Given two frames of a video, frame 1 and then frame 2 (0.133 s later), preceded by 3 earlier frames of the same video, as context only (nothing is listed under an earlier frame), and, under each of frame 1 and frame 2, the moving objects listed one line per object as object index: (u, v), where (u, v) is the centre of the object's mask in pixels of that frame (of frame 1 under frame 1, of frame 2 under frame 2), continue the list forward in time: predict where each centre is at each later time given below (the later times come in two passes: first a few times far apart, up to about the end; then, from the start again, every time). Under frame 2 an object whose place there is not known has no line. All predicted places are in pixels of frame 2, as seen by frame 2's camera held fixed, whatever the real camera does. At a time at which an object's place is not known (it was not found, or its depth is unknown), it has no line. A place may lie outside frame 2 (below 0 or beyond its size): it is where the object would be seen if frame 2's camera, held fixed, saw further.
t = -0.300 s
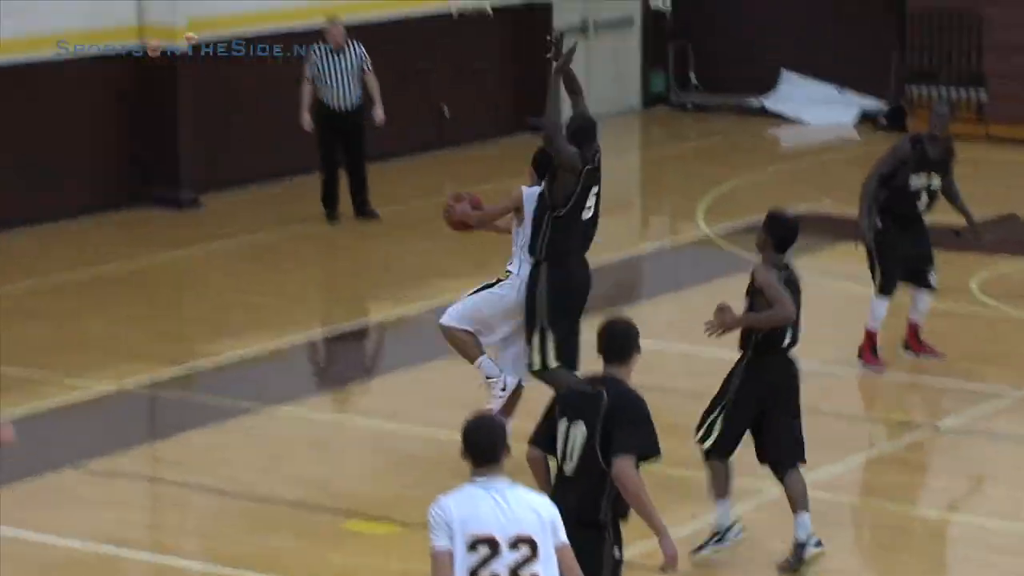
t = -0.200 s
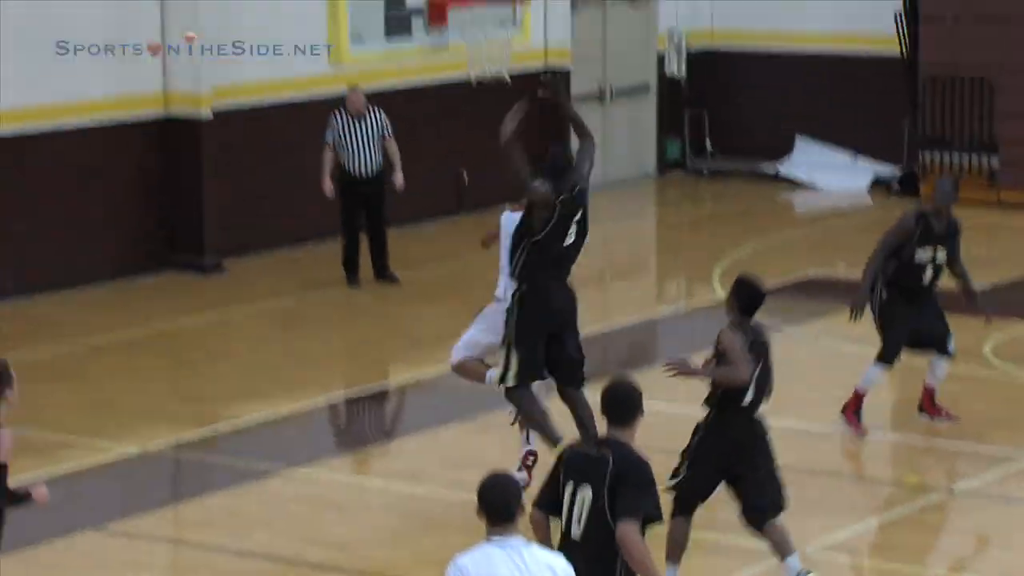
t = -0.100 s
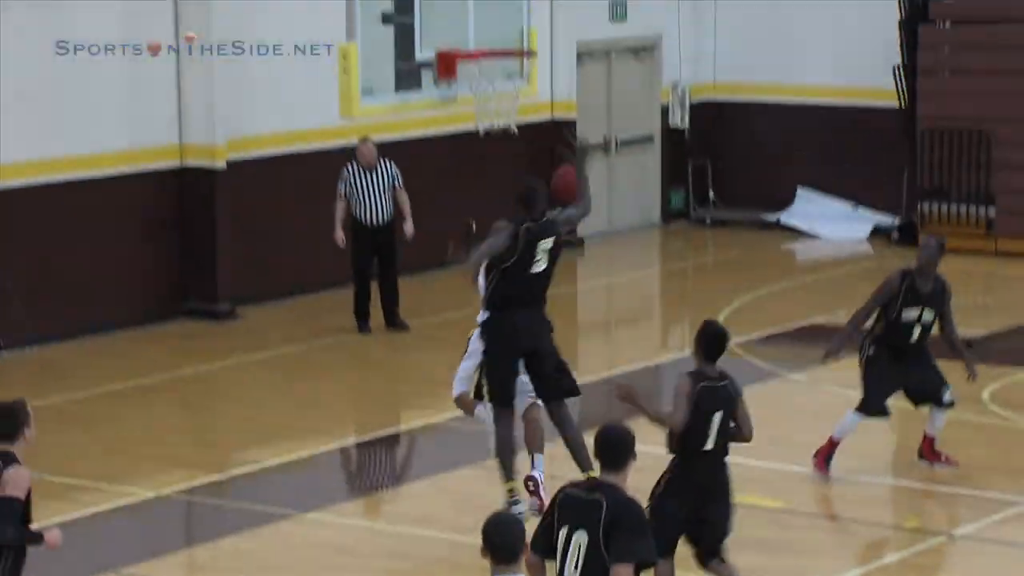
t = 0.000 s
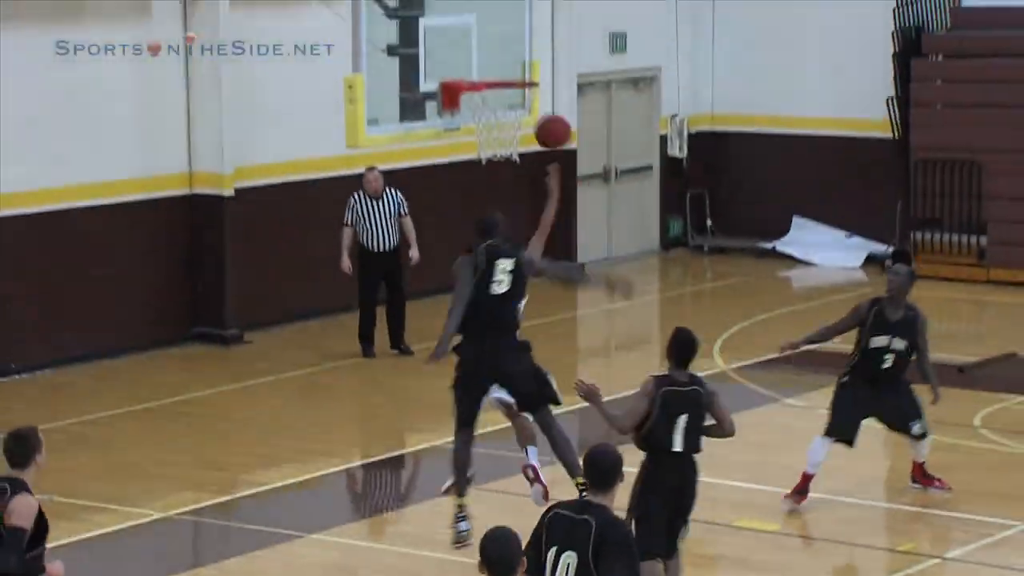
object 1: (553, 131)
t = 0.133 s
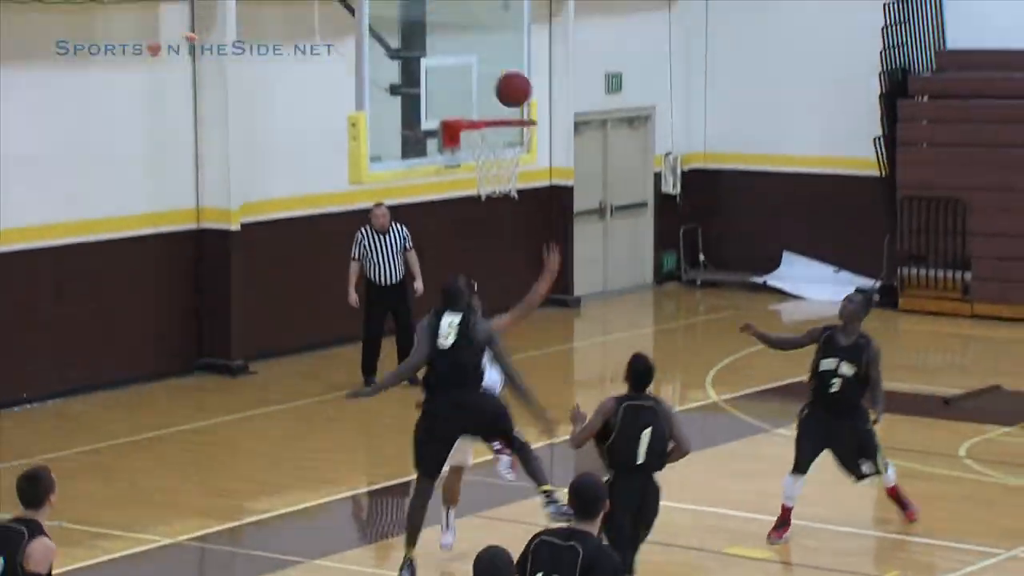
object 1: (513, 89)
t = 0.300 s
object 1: (503, 54)
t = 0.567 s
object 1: (519, 105)
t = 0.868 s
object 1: (500, 120)
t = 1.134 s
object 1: (497, 183)
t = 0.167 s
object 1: (504, 74)
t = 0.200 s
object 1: (498, 62)
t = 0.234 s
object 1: (499, 58)
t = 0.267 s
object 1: (501, 55)
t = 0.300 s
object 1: (503, 54)
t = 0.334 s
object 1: (505, 54)
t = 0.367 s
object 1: (507, 57)
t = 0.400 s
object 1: (509, 61)
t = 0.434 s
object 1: (511, 66)
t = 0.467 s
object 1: (513, 73)
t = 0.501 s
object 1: (515, 82)
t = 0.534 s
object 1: (517, 93)
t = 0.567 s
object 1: (519, 105)
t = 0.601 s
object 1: (515, 107)
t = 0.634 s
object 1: (509, 106)
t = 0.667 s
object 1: (503, 107)
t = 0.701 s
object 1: (497, 108)
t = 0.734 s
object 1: (491, 110)
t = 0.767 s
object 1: (487, 112)
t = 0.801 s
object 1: (491, 111)
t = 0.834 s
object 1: (496, 112)
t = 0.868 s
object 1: (500, 120)
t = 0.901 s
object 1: (505, 125)
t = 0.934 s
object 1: (506, 130)
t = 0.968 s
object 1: (504, 135)
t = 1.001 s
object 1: (503, 143)
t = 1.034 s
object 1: (501, 151)
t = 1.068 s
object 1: (500, 161)
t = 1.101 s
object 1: (498, 173)
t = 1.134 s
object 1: (497, 183)
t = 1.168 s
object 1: (496, 194)
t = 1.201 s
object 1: (494, 209)
